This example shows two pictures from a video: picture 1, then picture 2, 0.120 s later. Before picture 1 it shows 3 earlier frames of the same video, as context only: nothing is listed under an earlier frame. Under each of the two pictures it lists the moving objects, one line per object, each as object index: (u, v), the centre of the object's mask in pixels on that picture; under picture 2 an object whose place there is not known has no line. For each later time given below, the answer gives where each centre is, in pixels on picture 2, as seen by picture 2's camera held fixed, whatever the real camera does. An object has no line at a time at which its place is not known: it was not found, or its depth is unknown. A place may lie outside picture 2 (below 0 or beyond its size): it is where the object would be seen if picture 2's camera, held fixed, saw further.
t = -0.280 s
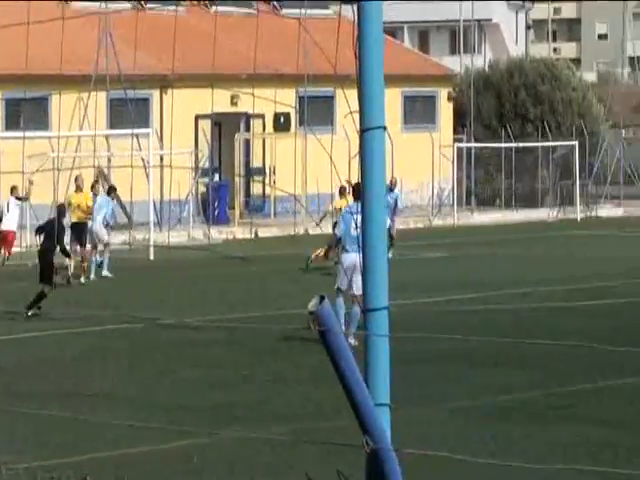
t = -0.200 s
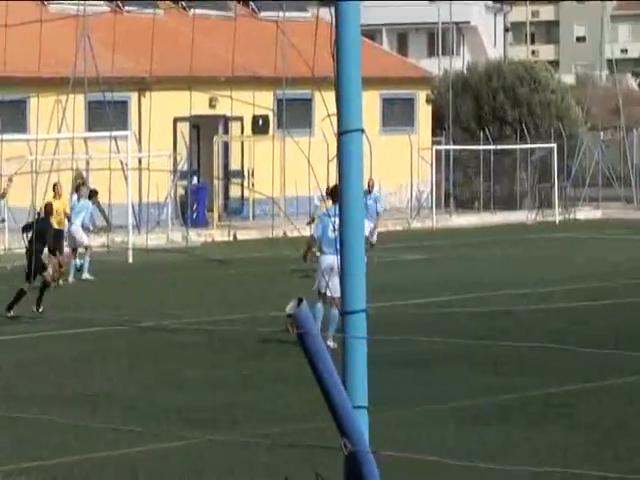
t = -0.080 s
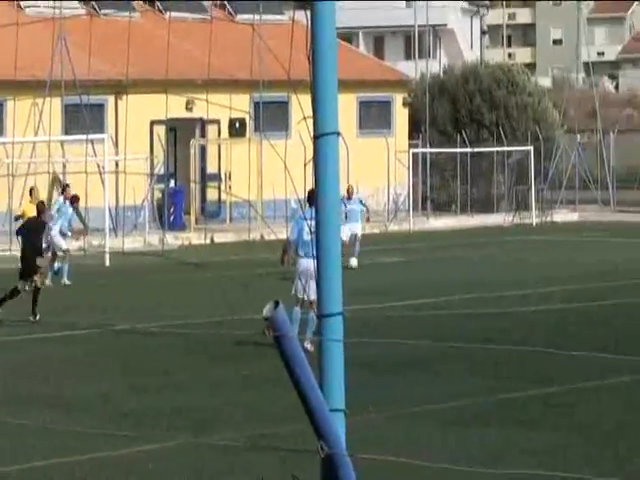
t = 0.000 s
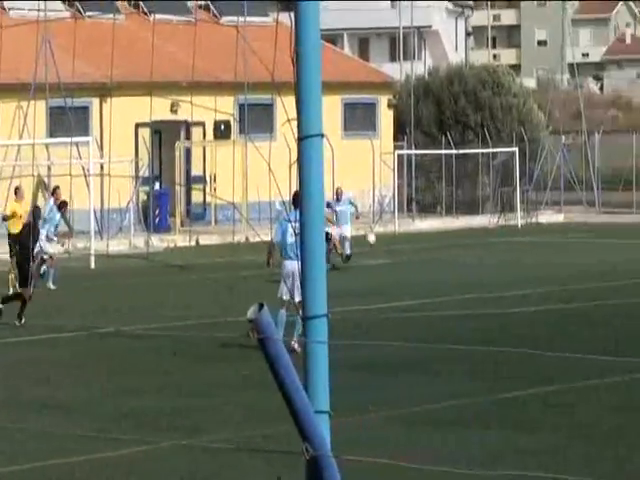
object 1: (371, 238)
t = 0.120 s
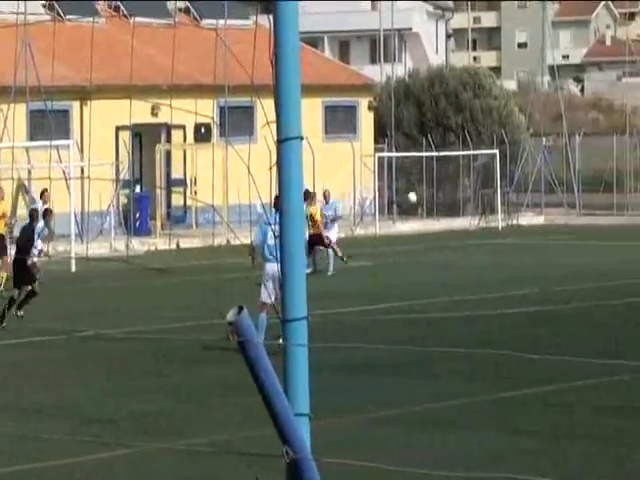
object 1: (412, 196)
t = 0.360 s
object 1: (540, 132)
